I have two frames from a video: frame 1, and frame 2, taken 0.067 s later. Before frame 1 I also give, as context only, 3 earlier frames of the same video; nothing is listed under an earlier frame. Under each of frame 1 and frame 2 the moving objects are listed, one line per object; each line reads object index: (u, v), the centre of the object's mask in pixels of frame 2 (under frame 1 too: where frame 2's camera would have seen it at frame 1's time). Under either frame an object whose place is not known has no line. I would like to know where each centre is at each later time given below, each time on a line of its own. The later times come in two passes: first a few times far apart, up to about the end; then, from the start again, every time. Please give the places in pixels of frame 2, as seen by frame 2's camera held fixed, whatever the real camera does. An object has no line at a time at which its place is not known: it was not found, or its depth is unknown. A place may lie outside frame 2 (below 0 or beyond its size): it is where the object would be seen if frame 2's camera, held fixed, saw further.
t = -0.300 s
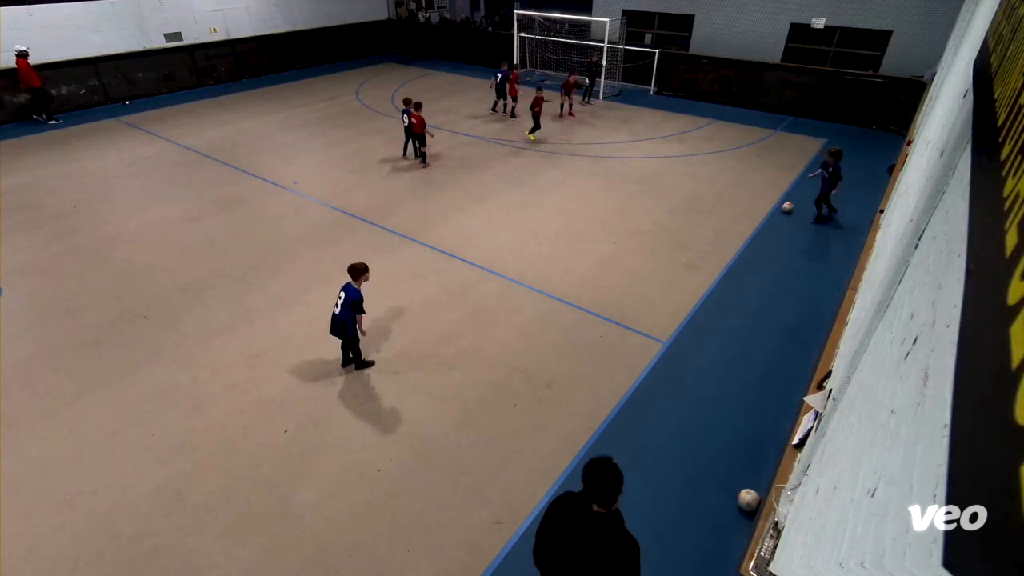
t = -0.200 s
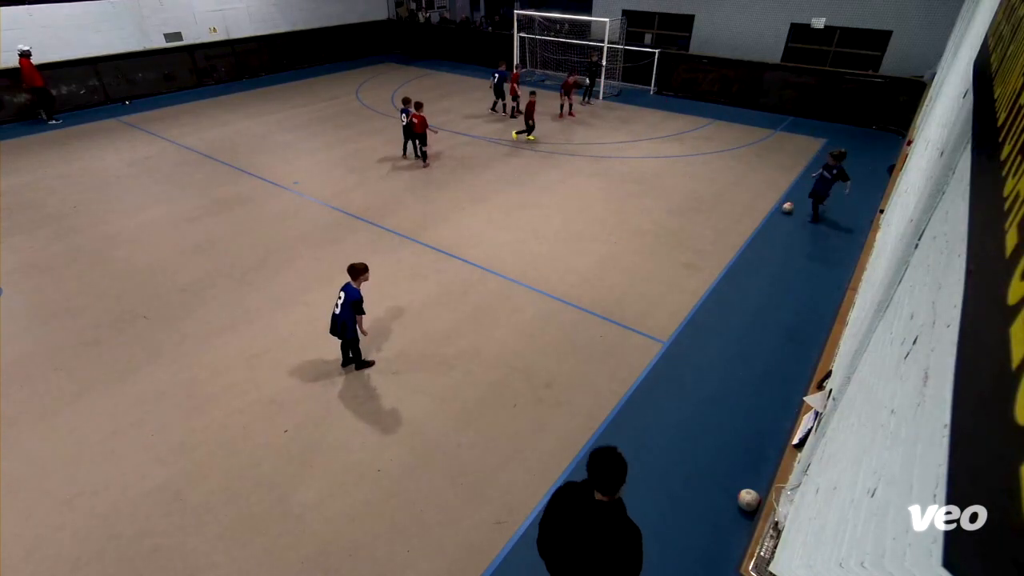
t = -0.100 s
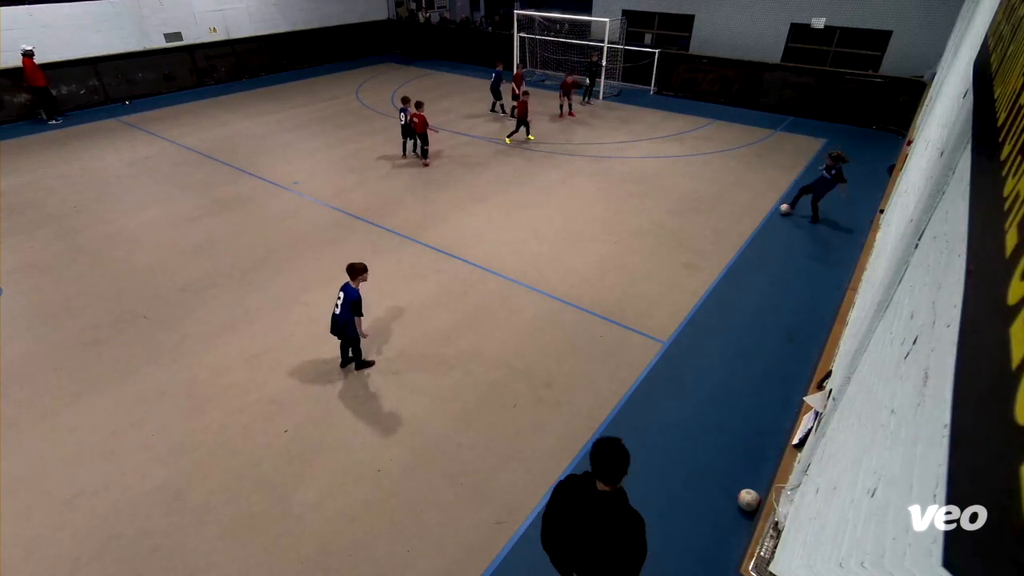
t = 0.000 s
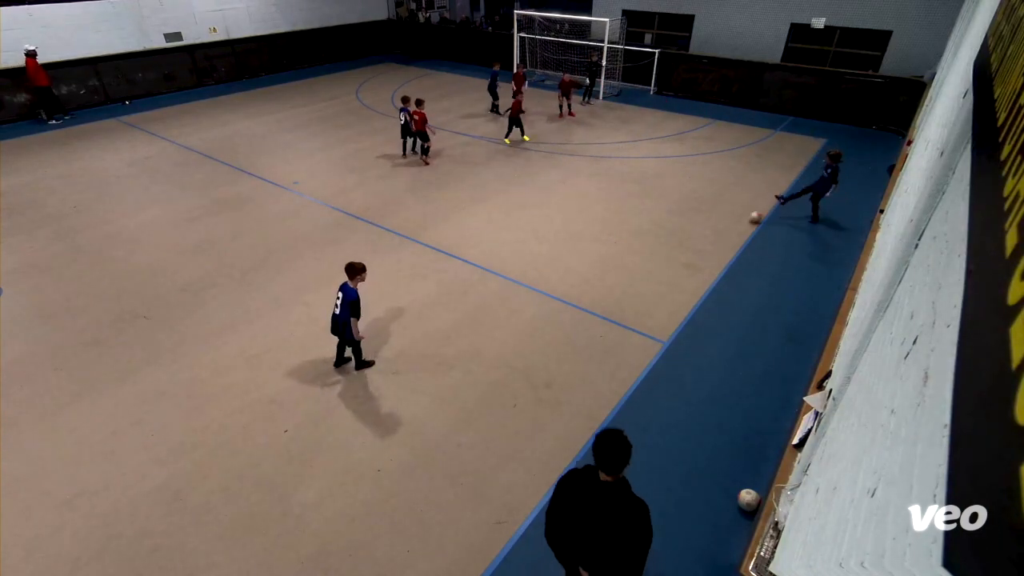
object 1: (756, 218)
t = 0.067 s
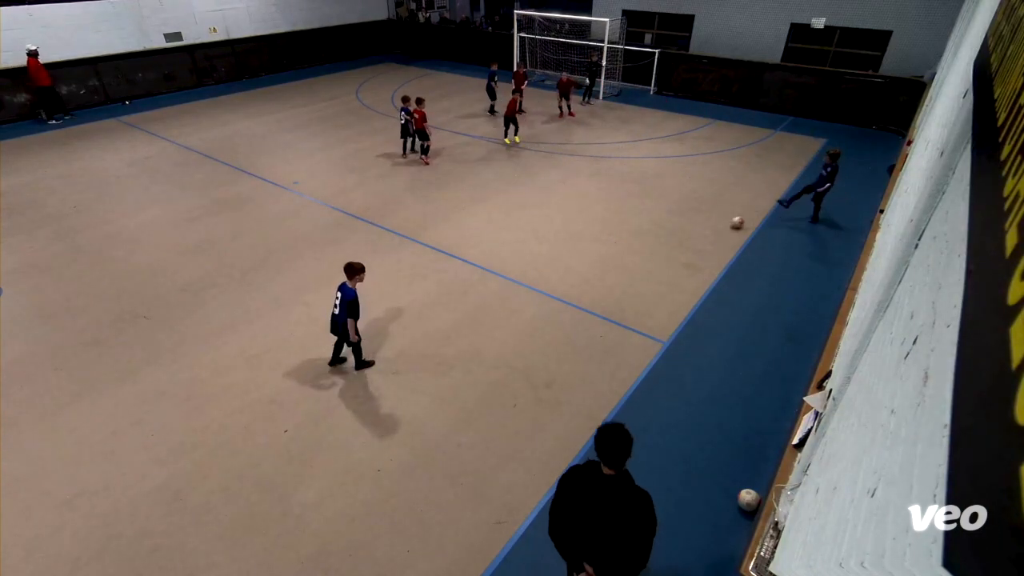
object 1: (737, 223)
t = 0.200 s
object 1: (700, 233)
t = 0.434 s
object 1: (642, 250)
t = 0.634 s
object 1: (590, 266)
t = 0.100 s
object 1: (728, 226)
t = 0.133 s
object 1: (718, 228)
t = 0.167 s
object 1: (709, 231)
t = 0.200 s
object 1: (700, 233)
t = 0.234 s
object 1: (691, 236)
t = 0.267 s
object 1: (682, 238)
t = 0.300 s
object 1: (674, 240)
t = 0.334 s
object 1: (667, 243)
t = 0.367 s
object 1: (658, 245)
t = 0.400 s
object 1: (649, 248)
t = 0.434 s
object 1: (642, 250)
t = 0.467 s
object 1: (633, 252)
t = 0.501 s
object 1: (625, 255)
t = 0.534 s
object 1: (616, 258)
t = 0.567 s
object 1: (608, 261)
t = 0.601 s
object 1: (599, 263)
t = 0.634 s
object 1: (590, 266)
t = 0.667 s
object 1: (581, 268)
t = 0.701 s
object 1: (572, 271)
